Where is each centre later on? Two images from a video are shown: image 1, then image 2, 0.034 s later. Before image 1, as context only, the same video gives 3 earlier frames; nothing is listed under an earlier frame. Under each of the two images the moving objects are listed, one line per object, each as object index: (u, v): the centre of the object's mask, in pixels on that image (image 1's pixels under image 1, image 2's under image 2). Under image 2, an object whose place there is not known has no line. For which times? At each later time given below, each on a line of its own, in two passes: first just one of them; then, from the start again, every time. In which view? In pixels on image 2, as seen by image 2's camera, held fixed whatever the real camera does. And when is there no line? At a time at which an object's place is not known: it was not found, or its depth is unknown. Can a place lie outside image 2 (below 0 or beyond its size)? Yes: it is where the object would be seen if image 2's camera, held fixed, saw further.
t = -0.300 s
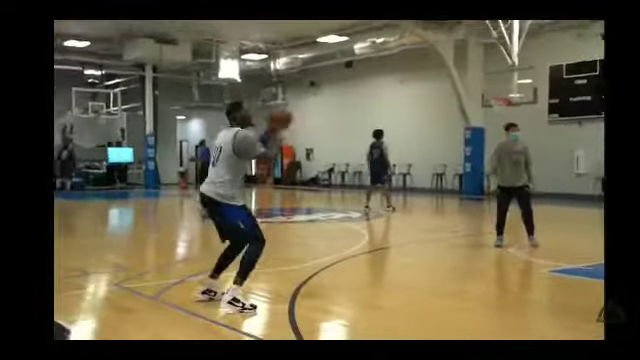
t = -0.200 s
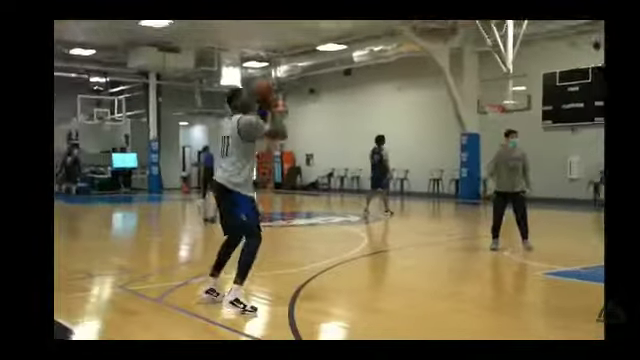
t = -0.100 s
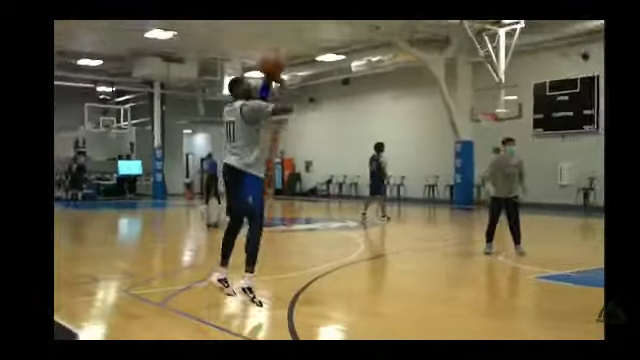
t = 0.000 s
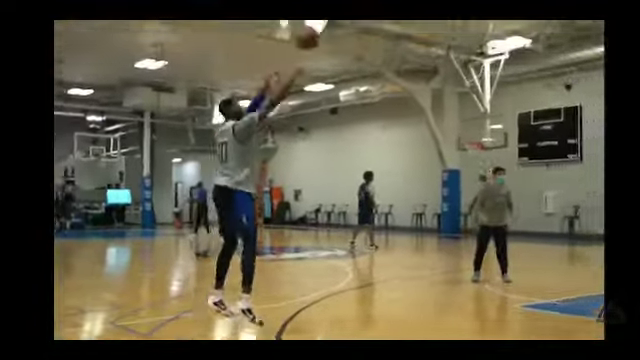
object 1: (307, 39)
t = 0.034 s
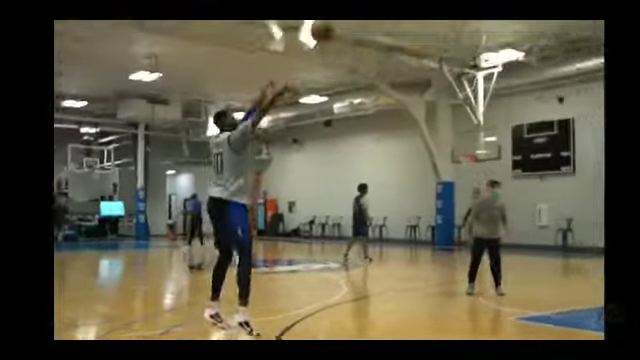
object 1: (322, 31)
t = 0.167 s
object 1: (404, -34)
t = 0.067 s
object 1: (344, 14)
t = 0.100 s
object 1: (363, -2)
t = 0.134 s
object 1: (384, -18)
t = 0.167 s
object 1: (404, -34)
